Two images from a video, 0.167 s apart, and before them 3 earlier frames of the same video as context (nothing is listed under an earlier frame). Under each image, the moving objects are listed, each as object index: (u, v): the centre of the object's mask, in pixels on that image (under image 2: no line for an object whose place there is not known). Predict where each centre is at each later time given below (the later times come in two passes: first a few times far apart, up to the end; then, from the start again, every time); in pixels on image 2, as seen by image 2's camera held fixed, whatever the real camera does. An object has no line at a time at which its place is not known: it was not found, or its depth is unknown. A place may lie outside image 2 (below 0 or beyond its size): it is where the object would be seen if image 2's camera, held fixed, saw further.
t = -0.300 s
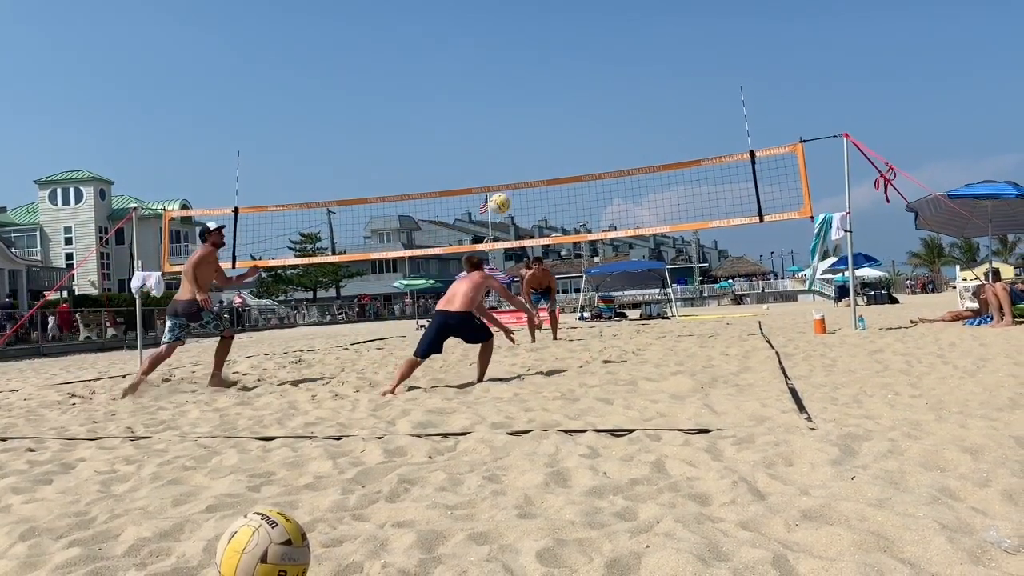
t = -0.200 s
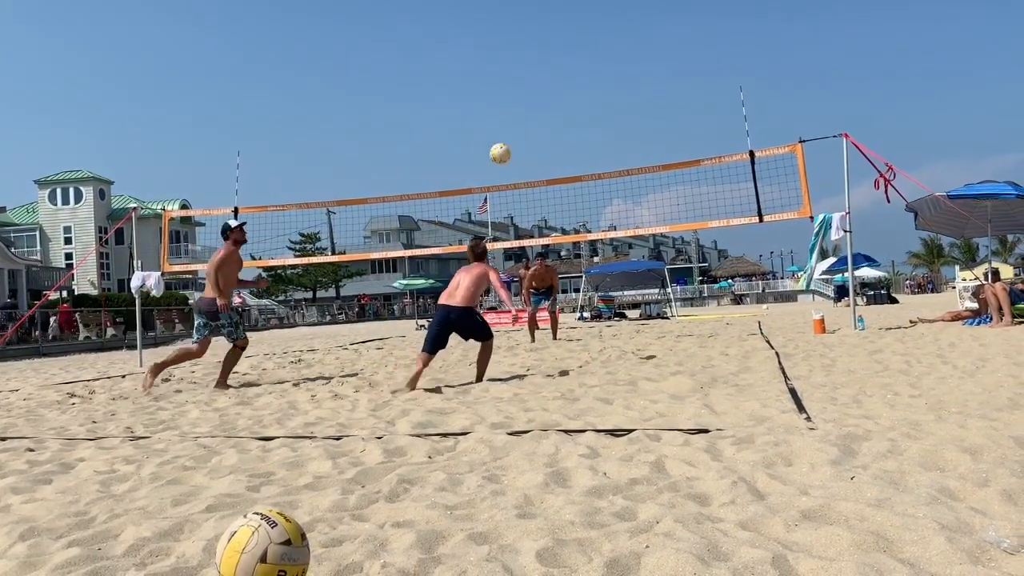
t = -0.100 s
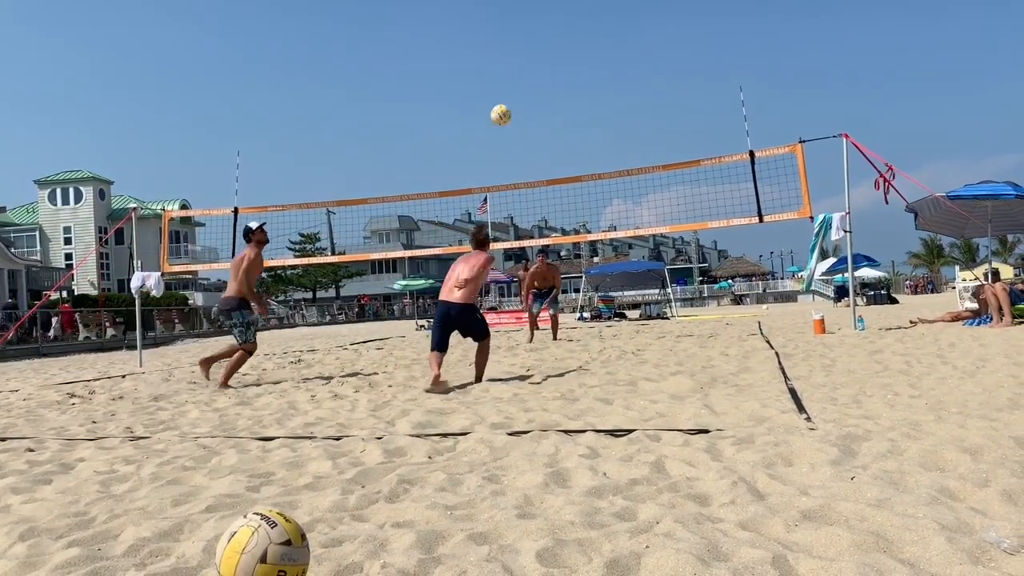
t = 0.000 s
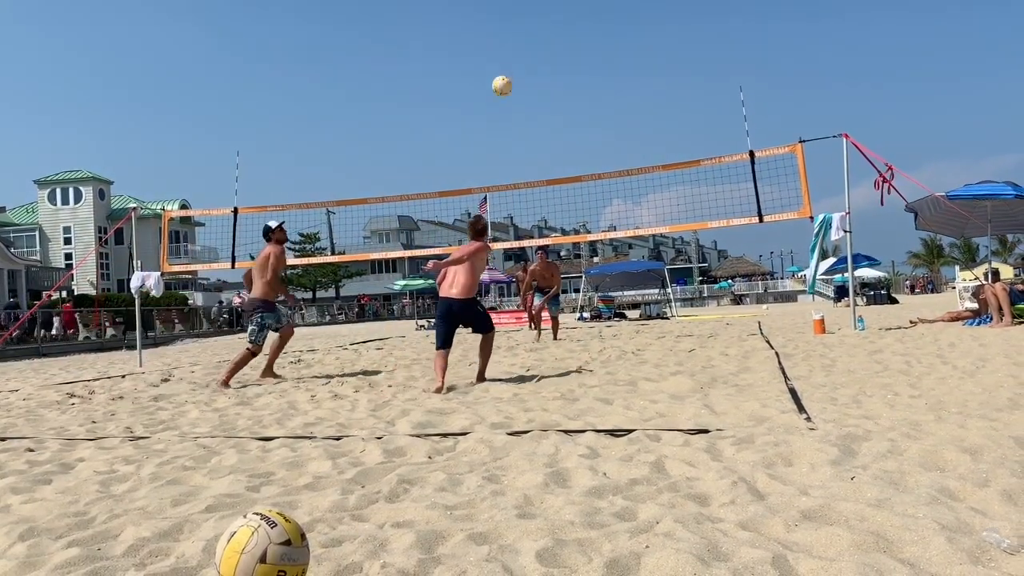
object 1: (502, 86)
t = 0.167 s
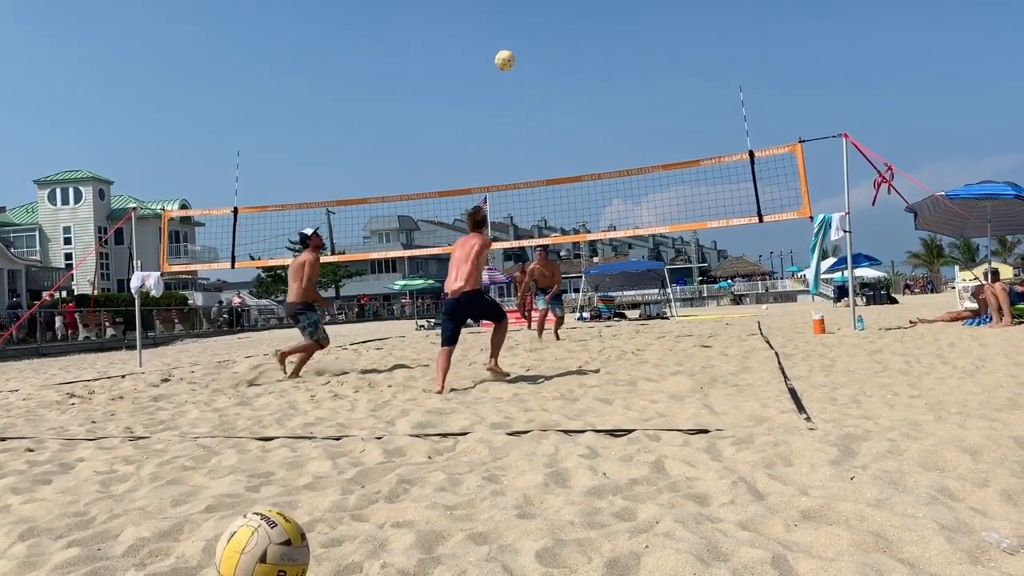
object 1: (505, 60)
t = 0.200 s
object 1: (505, 59)
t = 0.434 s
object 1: (512, 73)
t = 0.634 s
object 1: (519, 120)
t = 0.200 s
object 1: (505, 59)
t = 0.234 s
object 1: (506, 58)
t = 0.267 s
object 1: (507, 58)
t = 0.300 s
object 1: (508, 59)
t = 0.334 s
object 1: (509, 61)
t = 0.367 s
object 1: (510, 63)
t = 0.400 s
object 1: (511, 68)
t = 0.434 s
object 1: (512, 73)
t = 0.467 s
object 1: (513, 78)
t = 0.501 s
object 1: (514, 85)
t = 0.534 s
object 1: (516, 92)
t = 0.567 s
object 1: (517, 101)
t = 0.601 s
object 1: (518, 110)
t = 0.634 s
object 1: (519, 120)
